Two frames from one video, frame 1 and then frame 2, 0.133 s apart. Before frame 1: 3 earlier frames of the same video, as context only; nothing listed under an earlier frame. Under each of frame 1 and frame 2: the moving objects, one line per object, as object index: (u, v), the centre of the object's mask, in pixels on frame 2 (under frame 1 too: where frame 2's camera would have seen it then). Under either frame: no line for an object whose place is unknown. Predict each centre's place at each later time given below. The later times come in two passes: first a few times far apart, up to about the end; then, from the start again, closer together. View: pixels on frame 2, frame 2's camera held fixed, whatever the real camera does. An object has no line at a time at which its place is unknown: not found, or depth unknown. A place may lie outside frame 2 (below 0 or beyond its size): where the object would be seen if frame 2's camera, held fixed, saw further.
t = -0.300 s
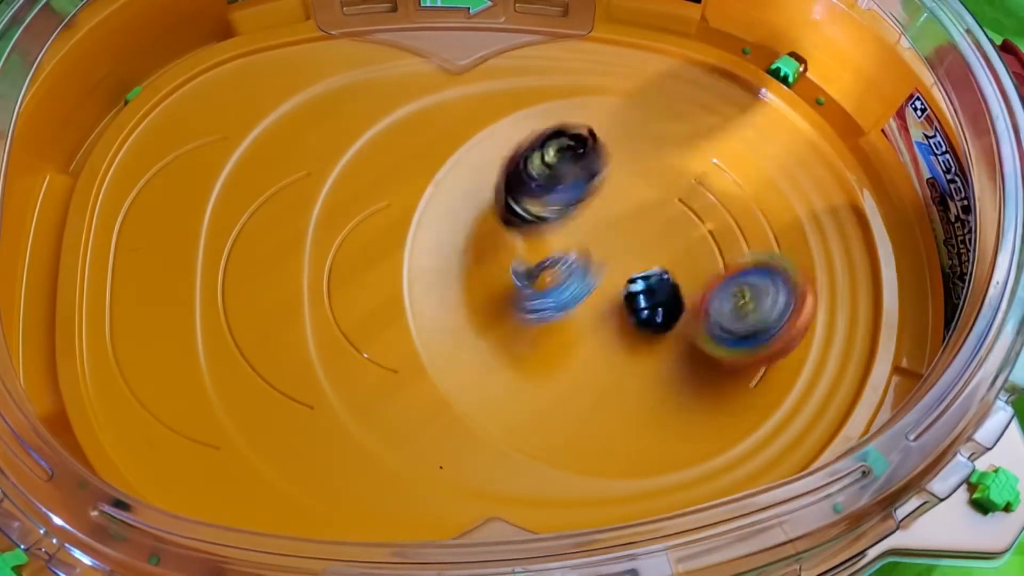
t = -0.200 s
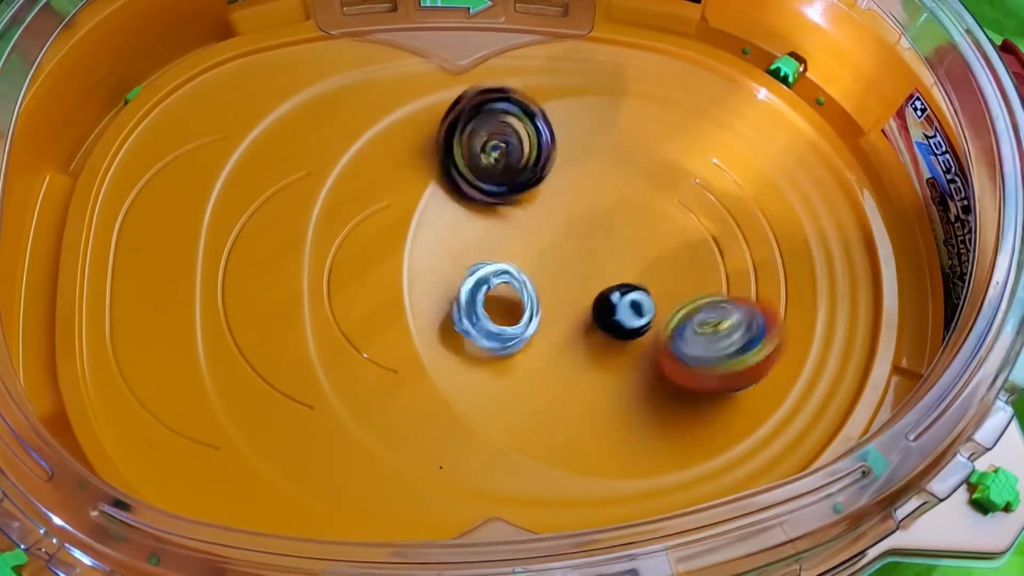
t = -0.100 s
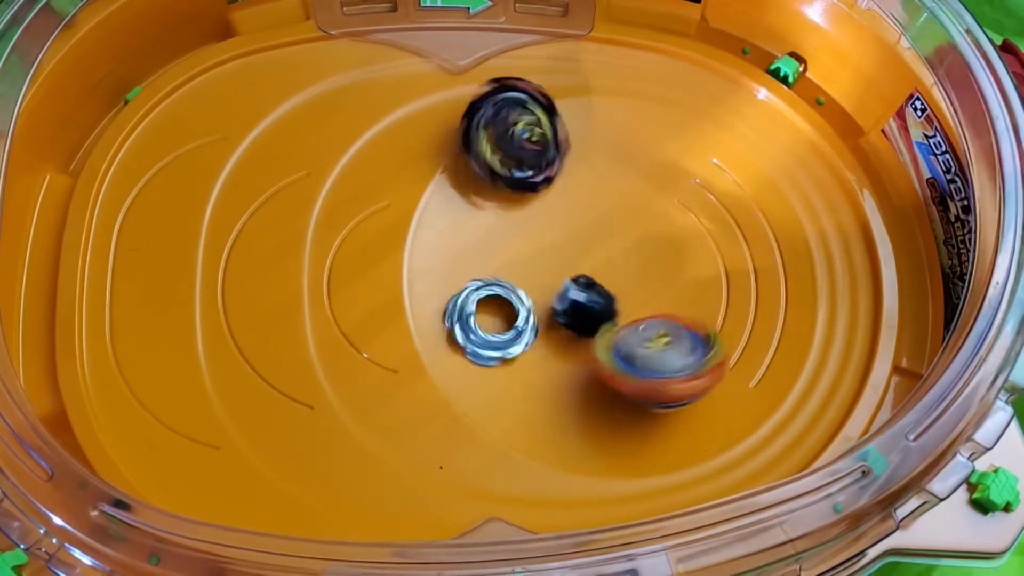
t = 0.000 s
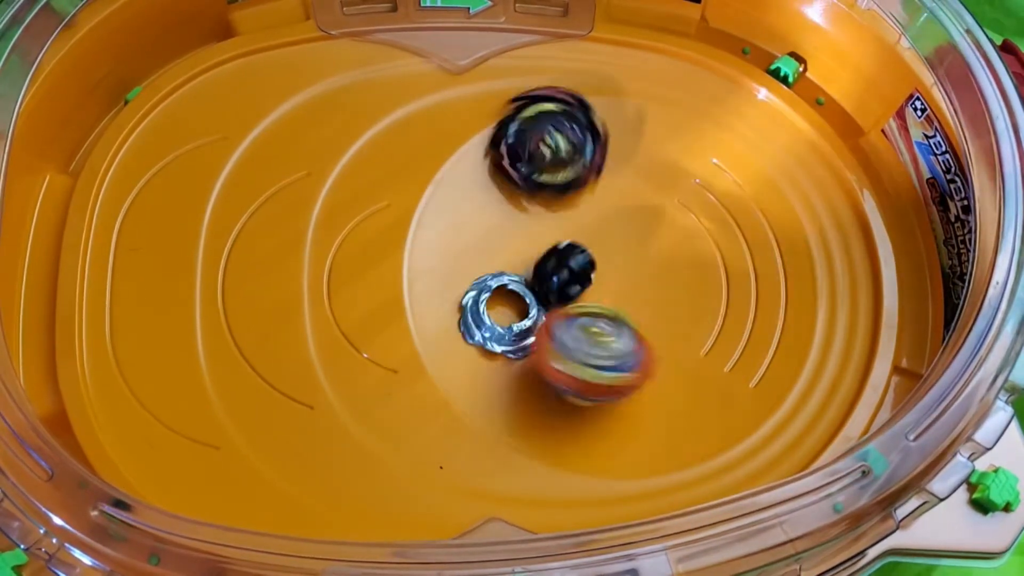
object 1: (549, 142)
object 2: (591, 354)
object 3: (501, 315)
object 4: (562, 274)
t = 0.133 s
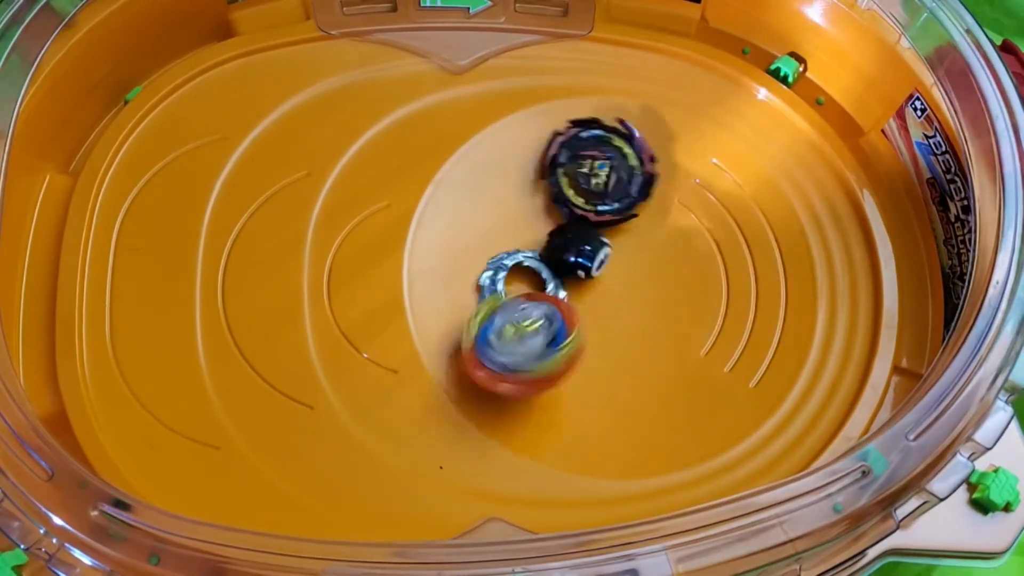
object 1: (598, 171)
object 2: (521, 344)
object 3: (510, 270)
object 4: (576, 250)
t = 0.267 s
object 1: (613, 172)
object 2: (482, 322)
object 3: (559, 292)
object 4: (615, 256)
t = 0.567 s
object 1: (612, 173)
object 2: (512, 239)
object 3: (588, 293)
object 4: (642, 252)
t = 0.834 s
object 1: (618, 173)
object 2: (533, 216)
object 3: (591, 296)
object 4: (642, 252)
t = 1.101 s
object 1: (618, 173)
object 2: (535, 222)
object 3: (594, 299)
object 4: (643, 252)
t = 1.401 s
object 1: (618, 173)
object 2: (535, 222)
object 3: (594, 299)
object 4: (643, 252)
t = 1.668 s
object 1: (618, 174)
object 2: (535, 222)
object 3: (595, 299)
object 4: (643, 252)
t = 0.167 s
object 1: (608, 172)
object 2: (507, 338)
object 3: (536, 268)
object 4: (584, 252)
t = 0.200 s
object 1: (612, 173)
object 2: (497, 335)
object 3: (558, 299)
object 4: (594, 253)
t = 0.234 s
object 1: (613, 172)
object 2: (486, 328)
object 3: (563, 302)
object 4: (605, 254)
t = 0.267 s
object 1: (613, 172)
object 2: (482, 322)
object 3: (559, 292)
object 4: (615, 256)
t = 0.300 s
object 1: (613, 173)
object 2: (482, 316)
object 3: (561, 293)
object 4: (623, 255)
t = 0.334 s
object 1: (613, 173)
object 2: (483, 308)
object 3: (566, 292)
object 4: (630, 255)
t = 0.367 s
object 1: (613, 173)
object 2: (484, 300)
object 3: (571, 292)
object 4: (634, 255)
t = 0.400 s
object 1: (613, 173)
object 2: (488, 291)
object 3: (574, 292)
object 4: (638, 254)
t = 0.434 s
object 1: (613, 173)
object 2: (493, 281)
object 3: (576, 291)
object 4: (639, 253)
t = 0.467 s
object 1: (613, 173)
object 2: (497, 270)
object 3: (580, 292)
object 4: (638, 253)
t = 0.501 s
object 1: (613, 173)
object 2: (502, 260)
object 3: (583, 292)
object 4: (640, 253)
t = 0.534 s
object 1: (612, 173)
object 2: (507, 249)
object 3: (586, 293)
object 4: (641, 252)
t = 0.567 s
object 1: (612, 173)
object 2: (512, 239)
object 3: (588, 293)
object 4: (642, 252)
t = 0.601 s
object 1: (612, 173)
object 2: (518, 230)
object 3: (589, 294)
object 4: (642, 252)
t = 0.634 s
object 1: (612, 174)
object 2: (525, 222)
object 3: (589, 294)
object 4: (642, 252)
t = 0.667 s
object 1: (615, 173)
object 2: (529, 216)
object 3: (589, 294)
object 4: (642, 252)
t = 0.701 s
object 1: (617, 173)
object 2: (531, 213)
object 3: (589, 294)
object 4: (642, 252)
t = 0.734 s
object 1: (618, 173)
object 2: (532, 212)
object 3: (589, 294)
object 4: (642, 252)
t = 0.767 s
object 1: (618, 173)
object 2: (532, 212)
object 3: (589, 294)
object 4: (642, 252)
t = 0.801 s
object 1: (618, 173)
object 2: (533, 214)
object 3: (590, 295)
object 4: (643, 252)
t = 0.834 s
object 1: (618, 173)
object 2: (533, 216)
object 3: (591, 296)
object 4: (642, 252)
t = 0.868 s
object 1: (618, 173)
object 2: (534, 219)
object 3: (592, 297)
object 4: (643, 252)
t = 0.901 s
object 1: (618, 173)
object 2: (534, 222)
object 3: (593, 298)
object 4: (643, 252)
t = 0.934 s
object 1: (618, 173)
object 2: (535, 223)
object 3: (594, 299)
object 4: (643, 252)
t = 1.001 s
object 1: (618, 173)
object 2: (535, 223)
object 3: (594, 299)
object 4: (643, 252)
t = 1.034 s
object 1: (618, 173)
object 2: (535, 222)
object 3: (594, 299)
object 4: (643, 252)
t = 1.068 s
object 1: (618, 173)
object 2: (535, 222)
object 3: (594, 299)
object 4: (643, 252)
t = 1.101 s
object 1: (618, 173)
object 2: (535, 222)
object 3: (594, 299)
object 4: (643, 252)
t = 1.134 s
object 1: (618, 173)
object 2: (535, 222)
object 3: (595, 299)
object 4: (643, 252)
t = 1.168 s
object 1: (618, 173)
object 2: (535, 222)
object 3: (594, 299)
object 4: (643, 252)
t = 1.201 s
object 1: (618, 173)
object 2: (535, 222)
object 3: (594, 299)
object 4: (643, 252)
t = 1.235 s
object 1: (618, 173)
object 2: (535, 222)
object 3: (594, 299)
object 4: (643, 252)
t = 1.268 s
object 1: (618, 173)
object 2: (535, 222)
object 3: (594, 299)
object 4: (643, 252)
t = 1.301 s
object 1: (618, 173)
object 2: (535, 222)
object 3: (594, 299)
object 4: (643, 252)
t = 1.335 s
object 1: (618, 173)
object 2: (535, 222)
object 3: (594, 299)
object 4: (643, 252)
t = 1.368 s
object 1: (618, 173)
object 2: (535, 222)
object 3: (594, 299)
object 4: (643, 252)
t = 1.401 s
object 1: (618, 173)
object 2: (535, 222)
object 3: (594, 299)
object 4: (643, 252)
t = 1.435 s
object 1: (618, 173)
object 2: (535, 222)
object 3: (594, 299)
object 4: (643, 252)
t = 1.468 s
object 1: (618, 173)
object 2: (535, 222)
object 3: (594, 299)
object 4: (643, 252)
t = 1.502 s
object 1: (618, 173)
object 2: (535, 222)
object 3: (594, 299)
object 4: (643, 252)
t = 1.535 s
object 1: (618, 174)
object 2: (535, 222)
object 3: (594, 299)
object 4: (643, 252)
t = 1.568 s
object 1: (617, 174)
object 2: (535, 222)
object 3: (594, 299)
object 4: (643, 252)
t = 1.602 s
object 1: (617, 173)
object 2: (535, 222)
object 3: (594, 299)
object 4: (643, 252)
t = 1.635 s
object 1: (618, 173)
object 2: (535, 222)
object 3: (595, 299)
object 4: (643, 252)
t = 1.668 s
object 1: (618, 174)
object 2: (535, 222)
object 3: (595, 299)
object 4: (643, 252)
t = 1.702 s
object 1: (617, 174)
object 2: (535, 222)
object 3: (594, 299)
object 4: (643, 252)
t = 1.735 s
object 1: (617, 174)
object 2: (535, 222)
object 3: (594, 299)
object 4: (643, 252)
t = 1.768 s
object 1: (617, 173)
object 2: (535, 222)
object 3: (595, 299)
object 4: (643, 252)
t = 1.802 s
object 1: (617, 173)
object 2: (535, 222)
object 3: (595, 299)
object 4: (643, 252)
